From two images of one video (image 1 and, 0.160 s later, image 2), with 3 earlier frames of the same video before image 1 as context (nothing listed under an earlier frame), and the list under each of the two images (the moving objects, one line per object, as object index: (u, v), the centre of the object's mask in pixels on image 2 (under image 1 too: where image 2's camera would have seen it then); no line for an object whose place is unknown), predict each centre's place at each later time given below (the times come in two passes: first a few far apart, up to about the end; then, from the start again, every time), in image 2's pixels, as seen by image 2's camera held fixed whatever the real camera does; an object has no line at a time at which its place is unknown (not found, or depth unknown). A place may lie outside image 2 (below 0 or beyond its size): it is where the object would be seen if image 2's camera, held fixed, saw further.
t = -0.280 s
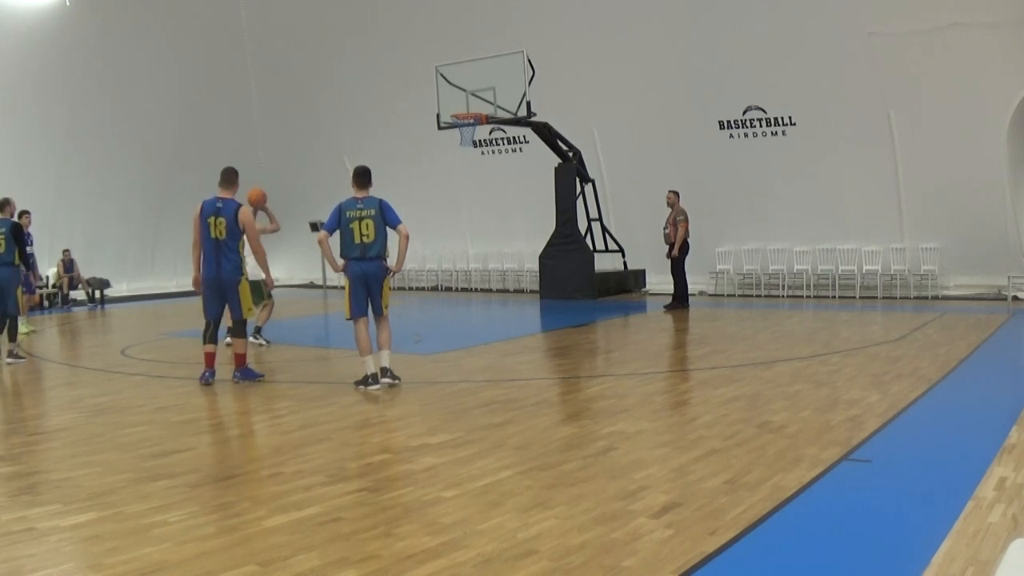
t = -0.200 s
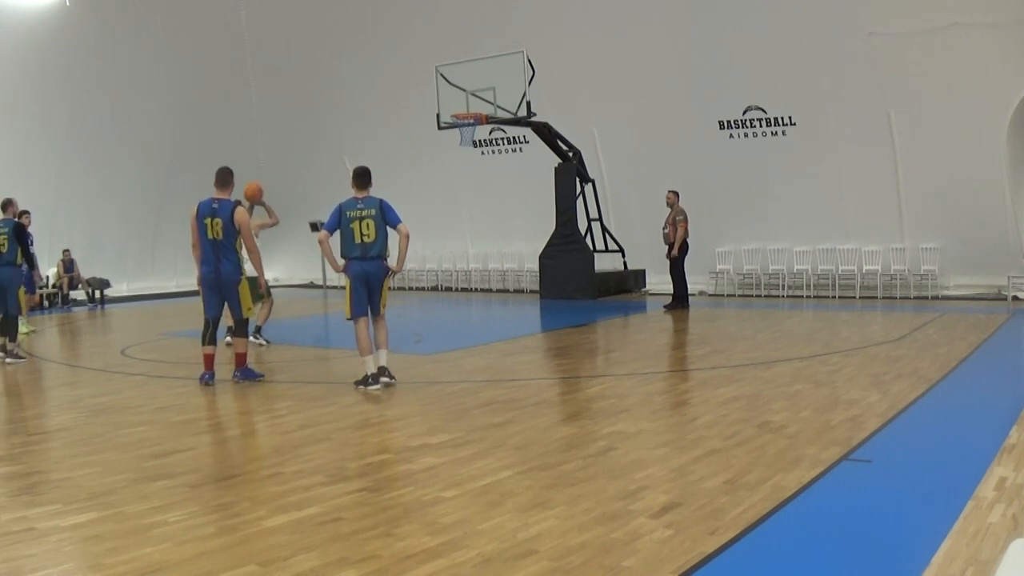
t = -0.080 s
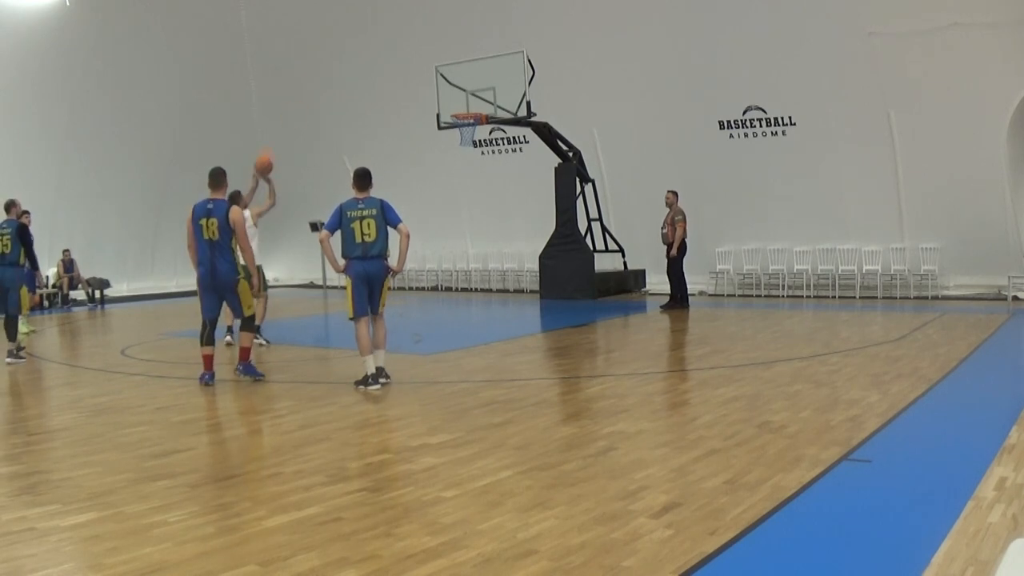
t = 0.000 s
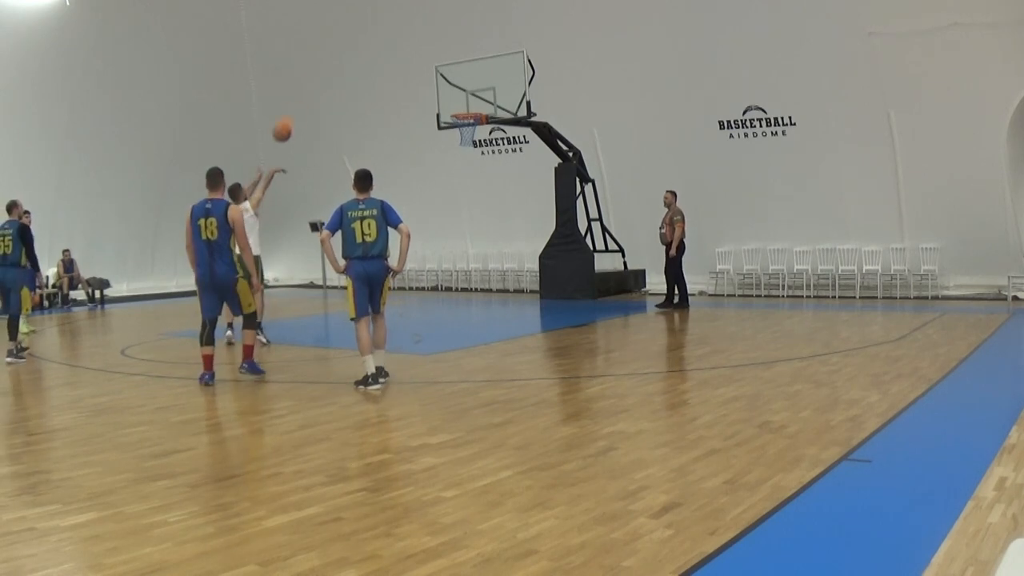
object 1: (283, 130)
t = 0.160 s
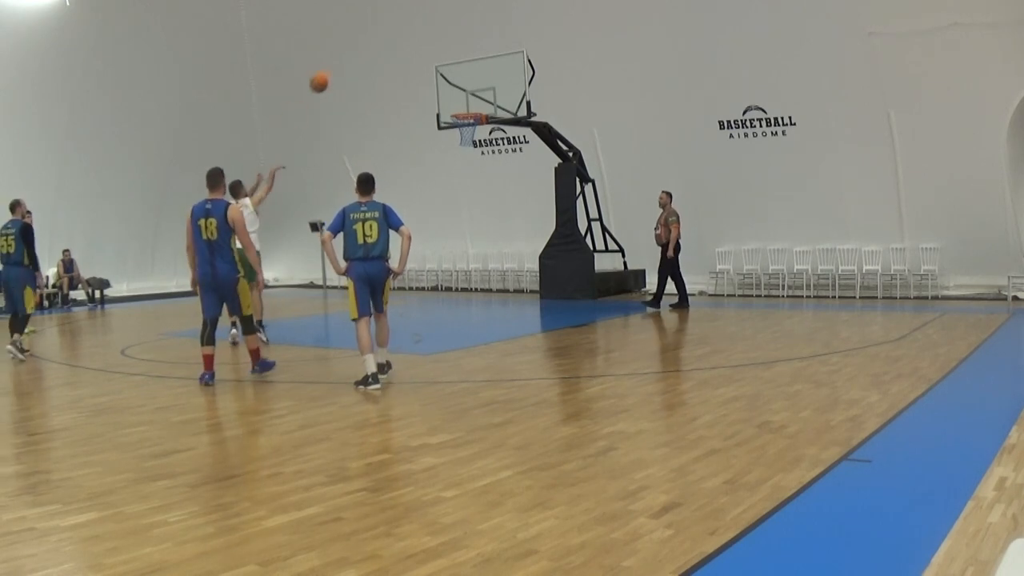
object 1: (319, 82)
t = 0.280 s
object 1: (344, 60)
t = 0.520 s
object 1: (392, 49)
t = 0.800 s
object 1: (442, 85)
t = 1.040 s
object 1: (474, 130)
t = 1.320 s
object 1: (487, 166)
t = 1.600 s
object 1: (502, 249)
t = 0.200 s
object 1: (328, 73)
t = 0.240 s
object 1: (336, 66)
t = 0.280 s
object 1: (344, 60)
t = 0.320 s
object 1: (353, 55)
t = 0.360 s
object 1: (361, 52)
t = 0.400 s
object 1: (369, 49)
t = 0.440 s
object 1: (377, 48)
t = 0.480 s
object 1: (385, 48)
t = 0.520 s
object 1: (392, 49)
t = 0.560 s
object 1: (400, 52)
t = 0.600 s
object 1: (407, 55)
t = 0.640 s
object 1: (415, 59)
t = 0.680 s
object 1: (422, 64)
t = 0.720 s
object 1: (429, 70)
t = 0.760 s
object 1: (435, 77)
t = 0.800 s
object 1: (442, 85)
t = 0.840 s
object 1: (449, 94)
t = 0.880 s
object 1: (455, 103)
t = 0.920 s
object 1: (461, 112)
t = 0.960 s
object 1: (468, 123)
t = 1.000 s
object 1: (472, 129)
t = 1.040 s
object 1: (474, 130)
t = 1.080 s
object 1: (476, 132)
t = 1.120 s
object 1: (477, 135)
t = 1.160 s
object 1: (479, 139)
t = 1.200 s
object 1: (481, 145)
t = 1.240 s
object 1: (483, 151)
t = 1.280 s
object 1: (485, 158)
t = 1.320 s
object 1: (487, 166)
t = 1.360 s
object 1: (489, 175)
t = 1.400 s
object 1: (491, 185)
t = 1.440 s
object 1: (493, 196)
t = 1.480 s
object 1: (495, 208)
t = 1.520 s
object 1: (498, 221)
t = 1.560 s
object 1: (500, 235)
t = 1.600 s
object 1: (502, 249)
